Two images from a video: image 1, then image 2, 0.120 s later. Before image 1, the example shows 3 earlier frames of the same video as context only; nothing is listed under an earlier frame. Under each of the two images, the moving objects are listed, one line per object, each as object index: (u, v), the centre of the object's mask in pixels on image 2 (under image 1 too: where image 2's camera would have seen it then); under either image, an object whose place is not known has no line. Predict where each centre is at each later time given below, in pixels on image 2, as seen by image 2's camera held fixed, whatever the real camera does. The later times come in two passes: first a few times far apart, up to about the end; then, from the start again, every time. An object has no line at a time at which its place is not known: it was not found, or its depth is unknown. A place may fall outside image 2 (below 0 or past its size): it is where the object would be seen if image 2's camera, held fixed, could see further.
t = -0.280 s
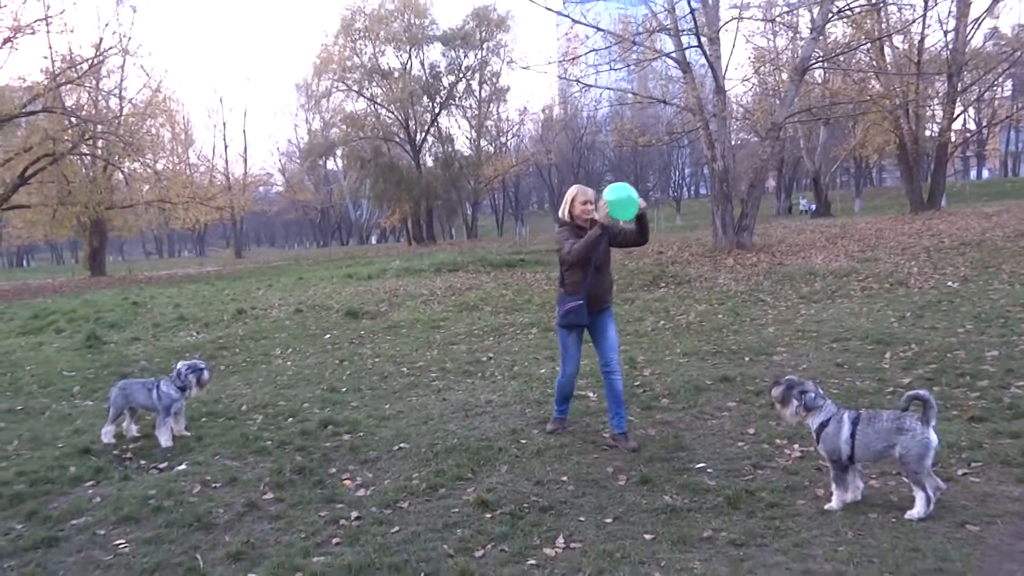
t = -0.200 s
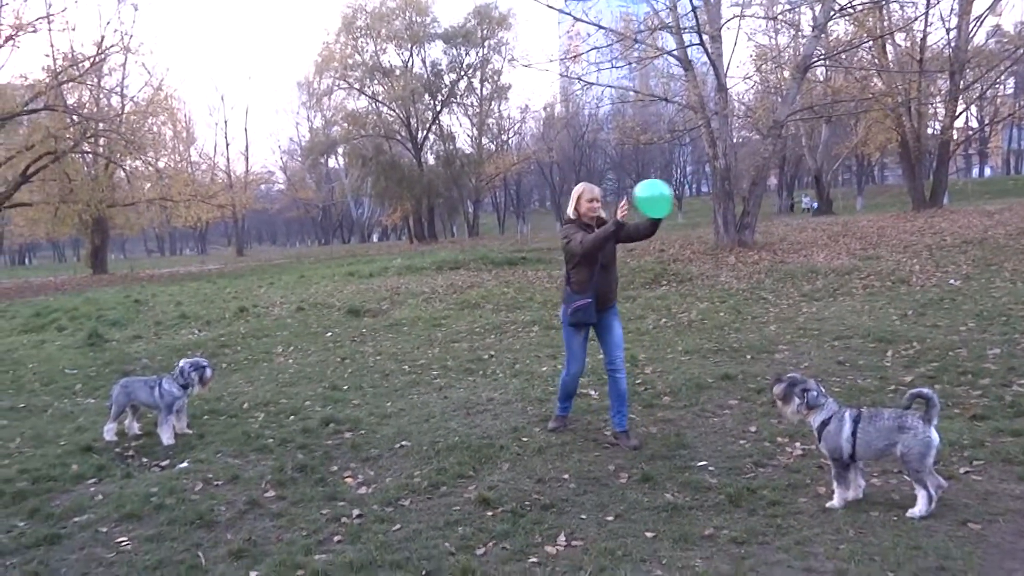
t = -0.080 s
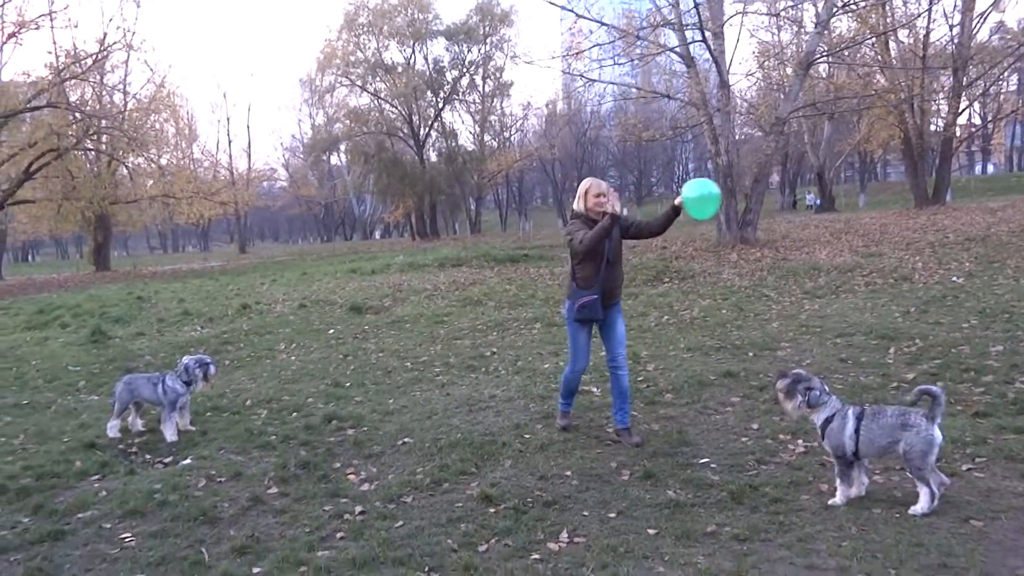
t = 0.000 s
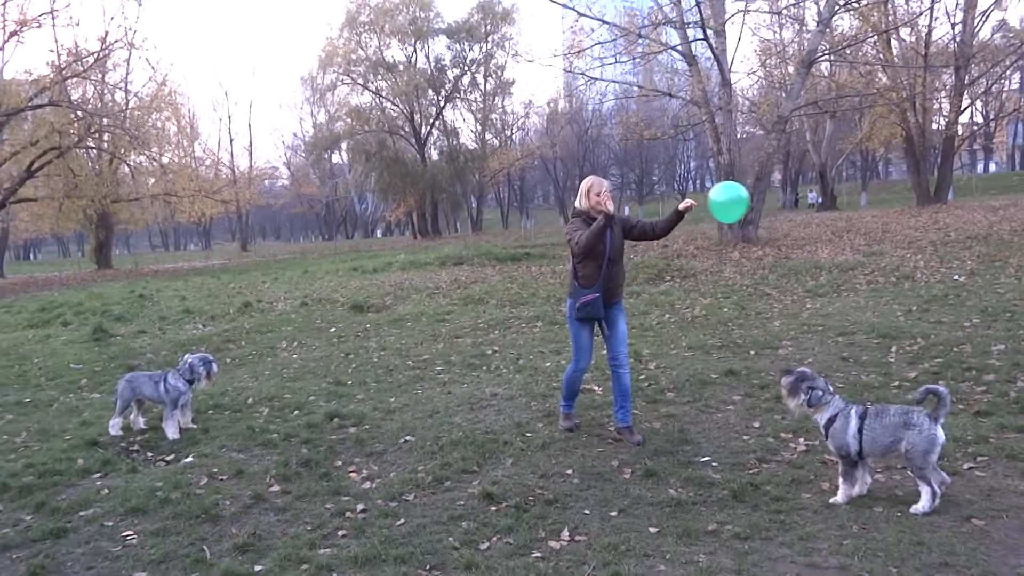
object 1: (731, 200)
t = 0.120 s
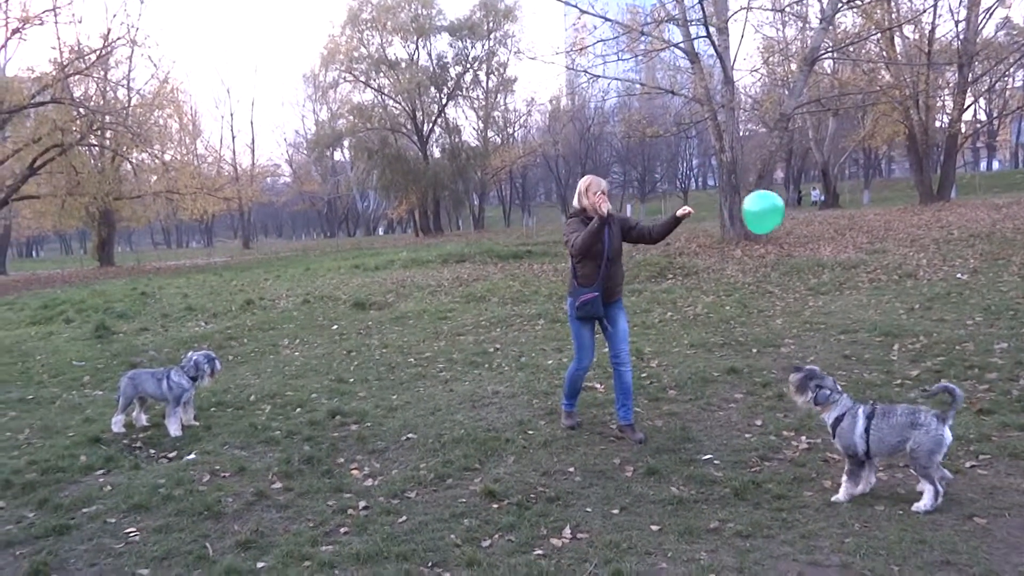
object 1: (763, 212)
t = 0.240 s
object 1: (785, 229)
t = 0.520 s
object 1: (805, 274)
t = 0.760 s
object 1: (814, 323)
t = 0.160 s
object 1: (771, 216)
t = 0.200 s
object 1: (779, 222)
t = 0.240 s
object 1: (785, 229)
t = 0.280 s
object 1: (790, 235)
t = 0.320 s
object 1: (794, 242)
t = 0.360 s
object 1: (797, 248)
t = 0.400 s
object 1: (800, 255)
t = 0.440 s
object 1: (802, 261)
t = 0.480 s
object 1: (804, 268)
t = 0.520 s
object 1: (805, 274)
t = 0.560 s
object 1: (807, 282)
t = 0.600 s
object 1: (809, 289)
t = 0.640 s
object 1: (810, 297)
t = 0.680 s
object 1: (811, 305)
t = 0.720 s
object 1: (813, 314)
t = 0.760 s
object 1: (814, 323)
